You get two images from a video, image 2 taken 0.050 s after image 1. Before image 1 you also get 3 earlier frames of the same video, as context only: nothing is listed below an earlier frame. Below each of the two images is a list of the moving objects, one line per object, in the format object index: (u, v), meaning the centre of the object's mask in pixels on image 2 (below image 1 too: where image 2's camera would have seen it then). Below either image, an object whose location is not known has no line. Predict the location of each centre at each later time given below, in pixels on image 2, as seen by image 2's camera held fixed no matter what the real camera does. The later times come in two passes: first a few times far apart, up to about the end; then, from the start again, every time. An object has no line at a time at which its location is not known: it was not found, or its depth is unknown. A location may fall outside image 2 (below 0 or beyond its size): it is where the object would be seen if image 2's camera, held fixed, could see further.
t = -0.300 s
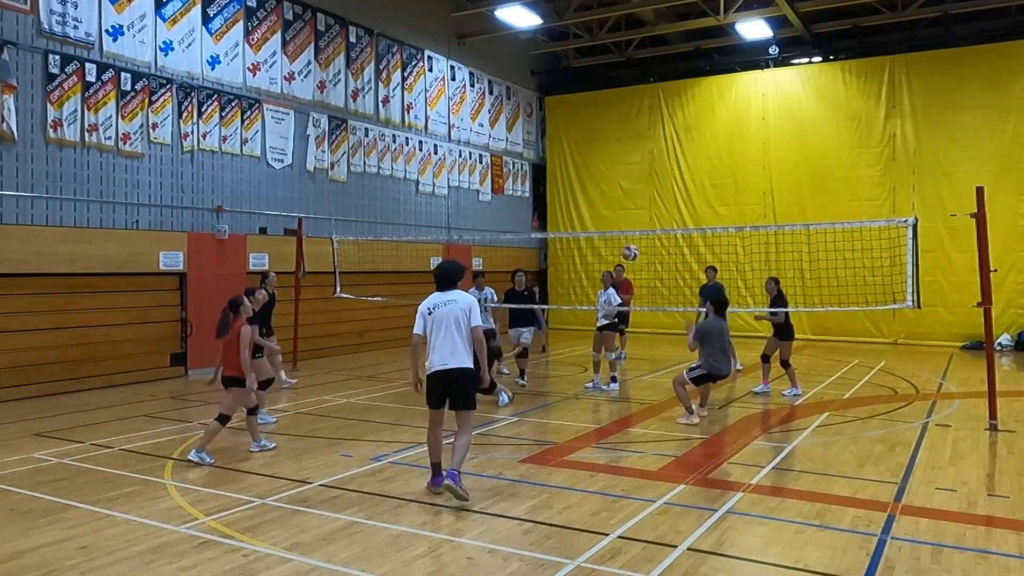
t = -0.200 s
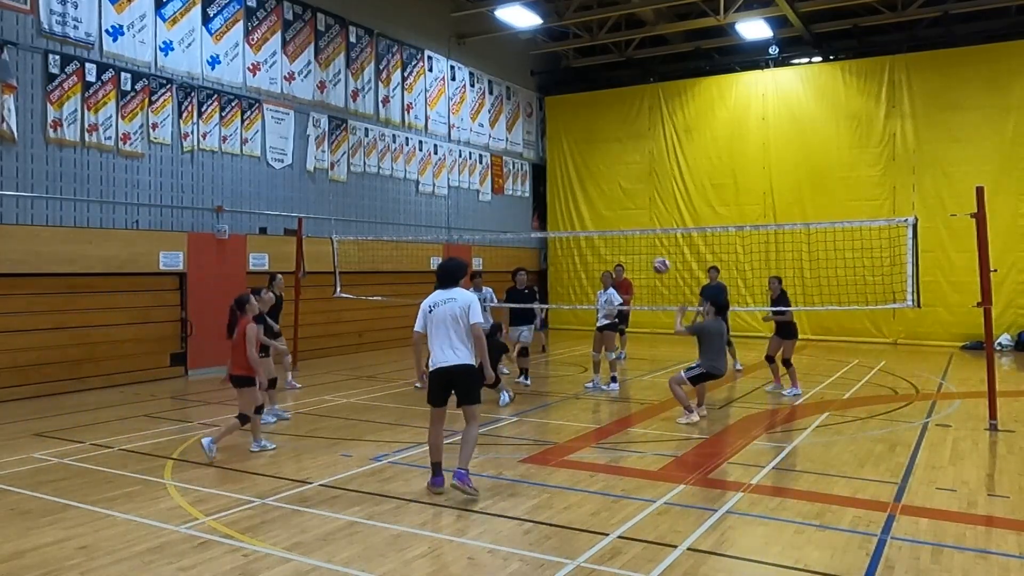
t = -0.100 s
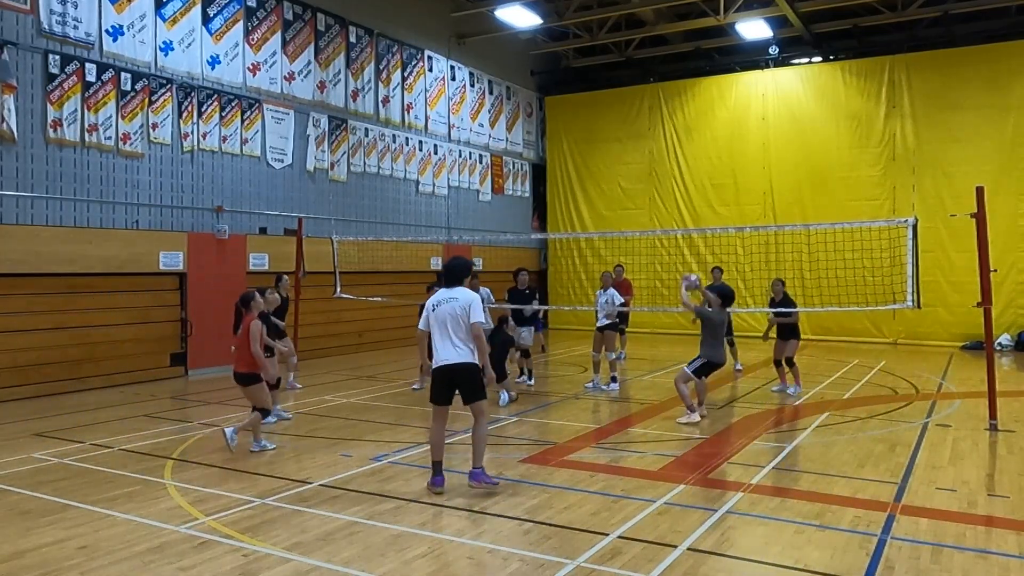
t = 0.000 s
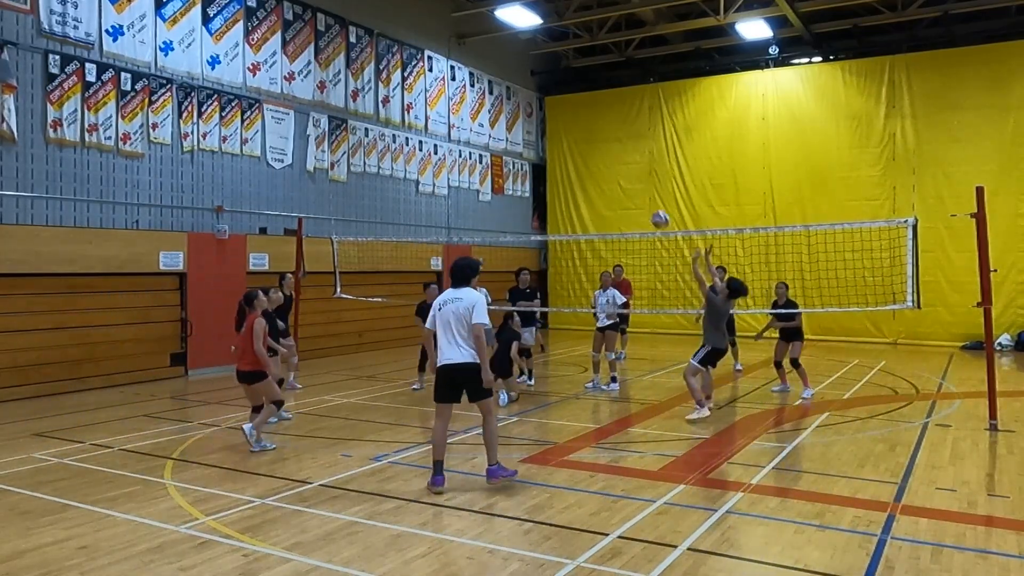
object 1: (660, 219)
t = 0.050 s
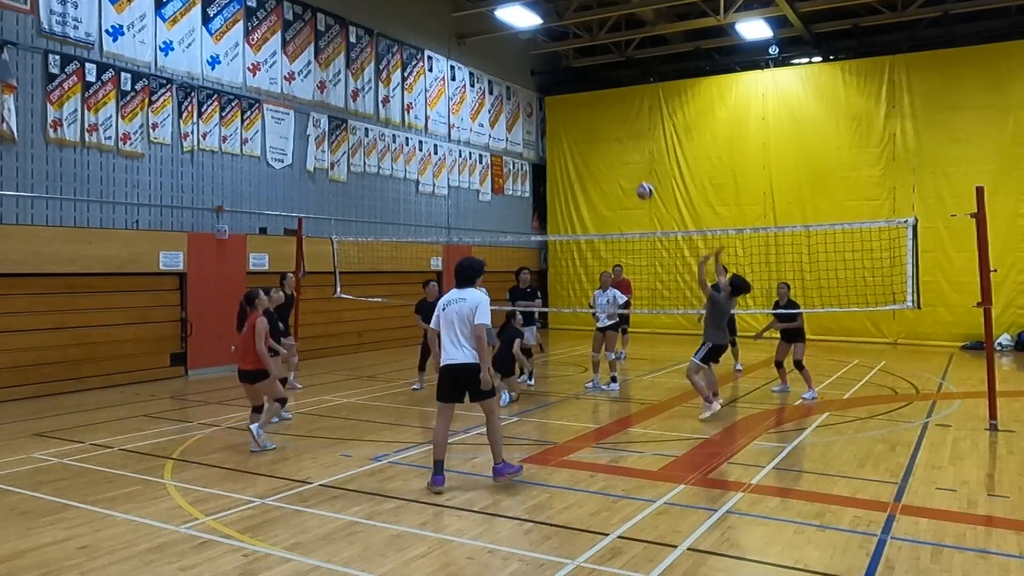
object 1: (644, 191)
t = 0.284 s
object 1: (581, 94)
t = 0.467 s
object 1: (538, 58)
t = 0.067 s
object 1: (639, 182)
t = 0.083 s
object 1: (634, 173)
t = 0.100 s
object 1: (629, 165)
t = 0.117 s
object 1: (625, 158)
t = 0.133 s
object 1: (620, 150)
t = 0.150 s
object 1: (615, 142)
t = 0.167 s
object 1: (611, 135)
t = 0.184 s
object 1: (607, 128)
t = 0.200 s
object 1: (602, 123)
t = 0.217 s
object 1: (598, 116)
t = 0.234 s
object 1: (593, 110)
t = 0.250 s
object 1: (589, 104)
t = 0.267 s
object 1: (585, 99)
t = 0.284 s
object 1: (581, 94)
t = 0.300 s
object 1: (577, 89)
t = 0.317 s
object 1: (573, 86)
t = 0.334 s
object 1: (569, 82)
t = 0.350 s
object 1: (565, 78)
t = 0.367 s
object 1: (561, 75)
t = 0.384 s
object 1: (557, 71)
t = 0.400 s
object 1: (553, 68)
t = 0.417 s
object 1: (549, 65)
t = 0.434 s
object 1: (545, 62)
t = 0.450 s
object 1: (541, 60)
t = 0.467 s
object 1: (538, 58)
